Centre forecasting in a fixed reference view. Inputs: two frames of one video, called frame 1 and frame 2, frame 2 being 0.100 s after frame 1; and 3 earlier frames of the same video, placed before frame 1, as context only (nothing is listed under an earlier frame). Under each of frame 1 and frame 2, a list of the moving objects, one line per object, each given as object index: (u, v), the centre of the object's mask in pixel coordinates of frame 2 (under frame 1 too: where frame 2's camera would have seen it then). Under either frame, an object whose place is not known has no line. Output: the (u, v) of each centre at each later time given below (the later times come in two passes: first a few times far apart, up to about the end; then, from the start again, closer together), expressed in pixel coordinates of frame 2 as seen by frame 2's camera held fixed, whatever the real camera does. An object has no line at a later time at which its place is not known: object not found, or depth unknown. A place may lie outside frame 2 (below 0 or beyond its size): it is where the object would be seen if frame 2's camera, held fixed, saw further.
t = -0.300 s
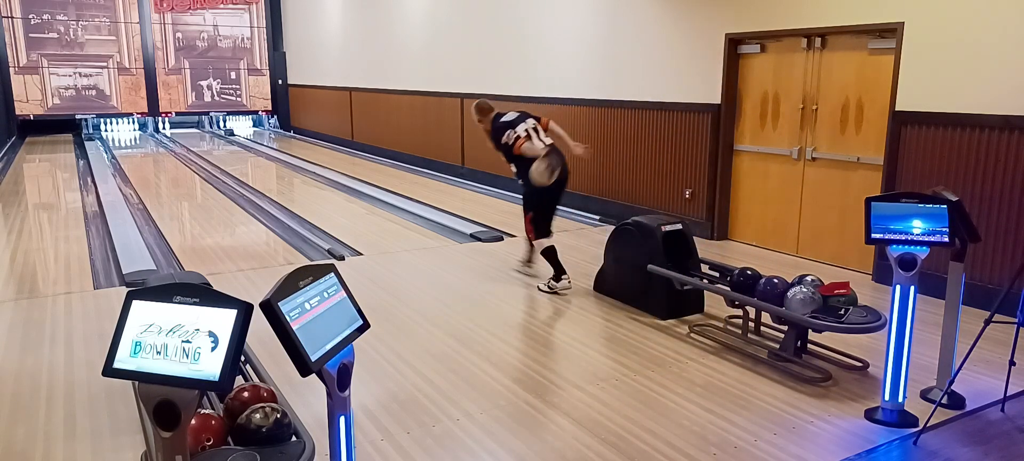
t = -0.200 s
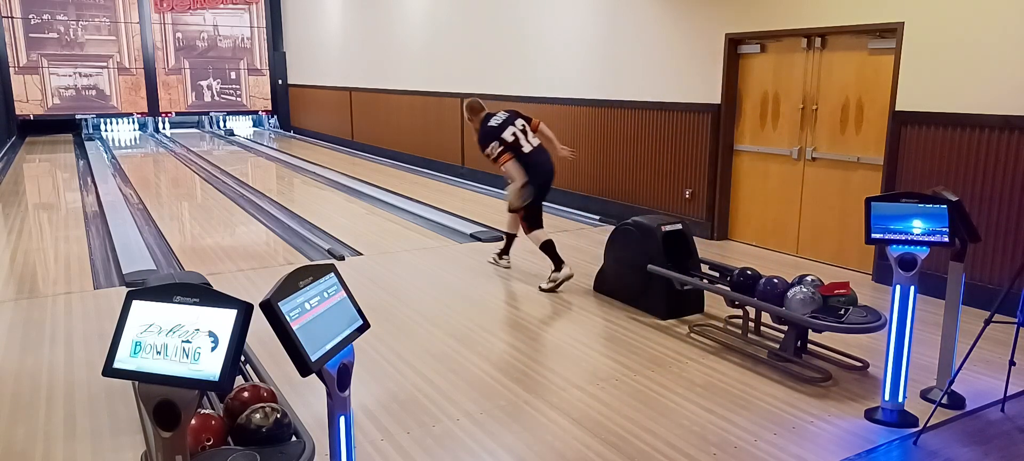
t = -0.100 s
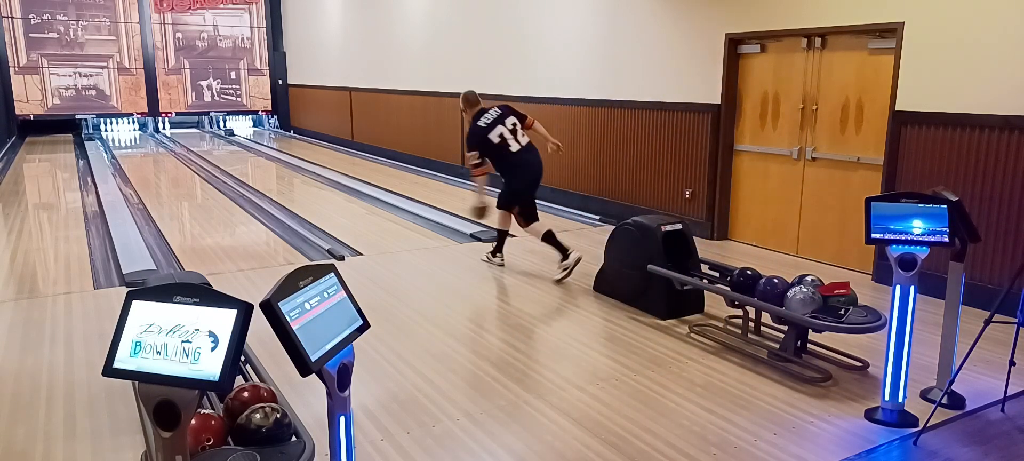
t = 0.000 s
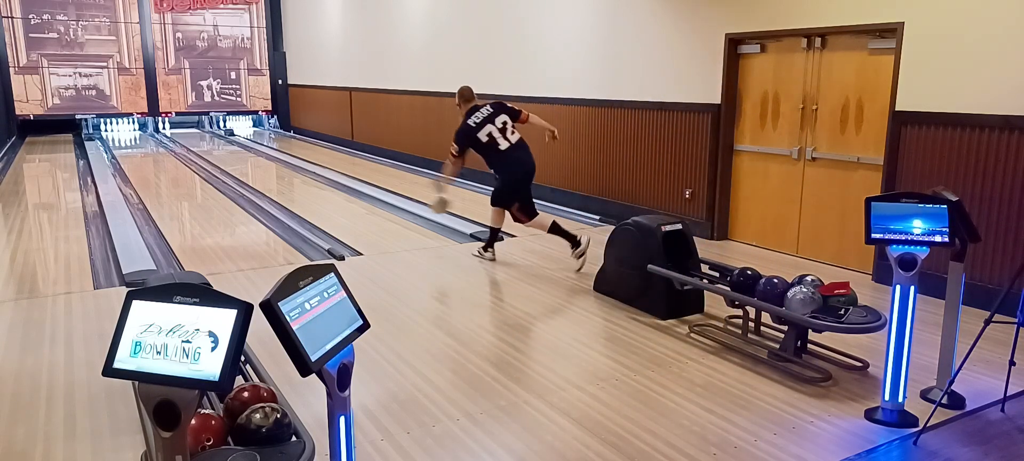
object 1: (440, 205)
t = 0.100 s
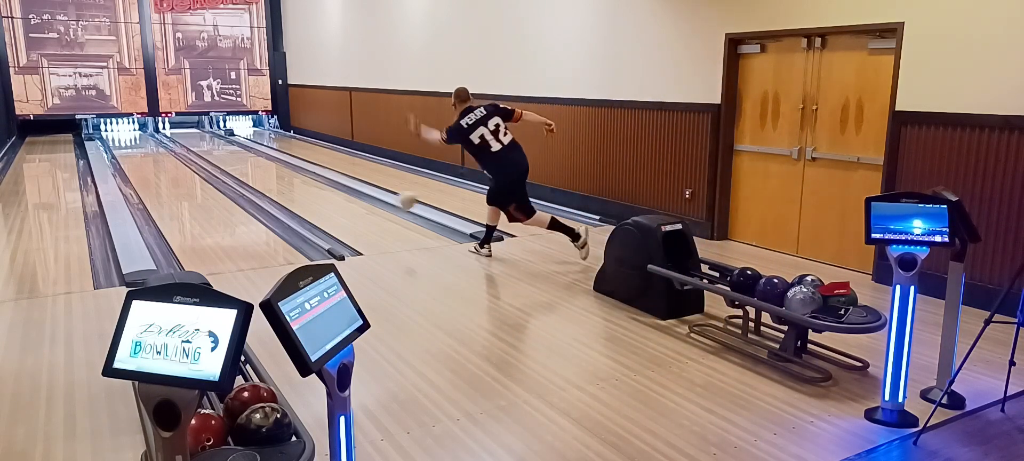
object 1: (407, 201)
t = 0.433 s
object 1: (327, 198)
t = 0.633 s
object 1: (292, 184)
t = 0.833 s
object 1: (266, 173)
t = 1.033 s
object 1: (244, 164)
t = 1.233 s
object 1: (227, 157)
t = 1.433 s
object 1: (213, 151)
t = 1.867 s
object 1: (189, 139)
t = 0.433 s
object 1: (327, 198)
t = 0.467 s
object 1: (321, 195)
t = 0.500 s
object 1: (315, 192)
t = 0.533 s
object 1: (309, 192)
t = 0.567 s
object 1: (303, 188)
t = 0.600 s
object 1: (297, 185)
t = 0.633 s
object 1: (292, 184)
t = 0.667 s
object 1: (288, 181)
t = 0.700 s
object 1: (284, 180)
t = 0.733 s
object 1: (280, 178)
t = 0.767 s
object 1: (275, 177)
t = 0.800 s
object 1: (270, 175)
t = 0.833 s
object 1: (266, 173)
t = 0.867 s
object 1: (262, 172)
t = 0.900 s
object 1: (258, 170)
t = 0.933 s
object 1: (255, 168)
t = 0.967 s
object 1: (251, 166)
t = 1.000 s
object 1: (248, 165)
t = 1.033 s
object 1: (244, 164)
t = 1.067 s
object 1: (242, 163)
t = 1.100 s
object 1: (239, 161)
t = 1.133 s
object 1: (235, 160)
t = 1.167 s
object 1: (232, 158)
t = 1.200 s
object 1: (230, 157)
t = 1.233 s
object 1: (227, 157)
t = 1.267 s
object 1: (225, 156)
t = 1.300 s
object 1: (221, 155)
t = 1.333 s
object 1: (219, 153)
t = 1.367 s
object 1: (217, 151)
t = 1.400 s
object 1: (215, 151)
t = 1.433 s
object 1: (213, 151)
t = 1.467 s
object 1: (210, 149)
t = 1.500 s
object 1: (208, 147)
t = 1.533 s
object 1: (206, 147)
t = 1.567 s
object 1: (204, 146)
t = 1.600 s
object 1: (202, 145)
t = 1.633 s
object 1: (200, 144)
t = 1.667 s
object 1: (199, 144)
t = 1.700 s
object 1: (197, 143)
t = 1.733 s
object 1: (195, 142)
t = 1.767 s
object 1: (194, 141)
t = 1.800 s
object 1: (192, 140)
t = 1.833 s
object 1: (191, 140)
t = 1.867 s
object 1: (189, 139)
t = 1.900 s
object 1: (188, 138)
